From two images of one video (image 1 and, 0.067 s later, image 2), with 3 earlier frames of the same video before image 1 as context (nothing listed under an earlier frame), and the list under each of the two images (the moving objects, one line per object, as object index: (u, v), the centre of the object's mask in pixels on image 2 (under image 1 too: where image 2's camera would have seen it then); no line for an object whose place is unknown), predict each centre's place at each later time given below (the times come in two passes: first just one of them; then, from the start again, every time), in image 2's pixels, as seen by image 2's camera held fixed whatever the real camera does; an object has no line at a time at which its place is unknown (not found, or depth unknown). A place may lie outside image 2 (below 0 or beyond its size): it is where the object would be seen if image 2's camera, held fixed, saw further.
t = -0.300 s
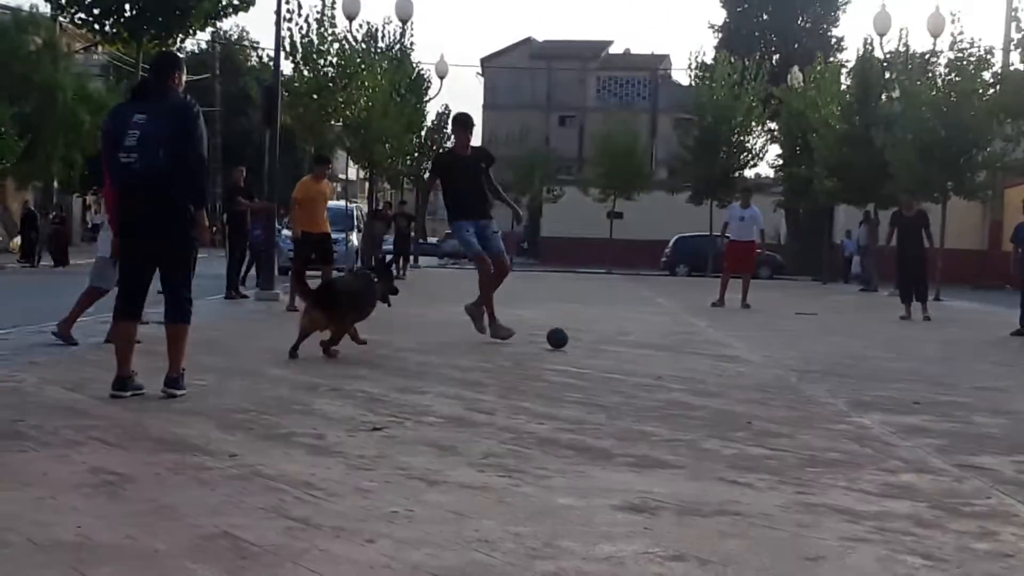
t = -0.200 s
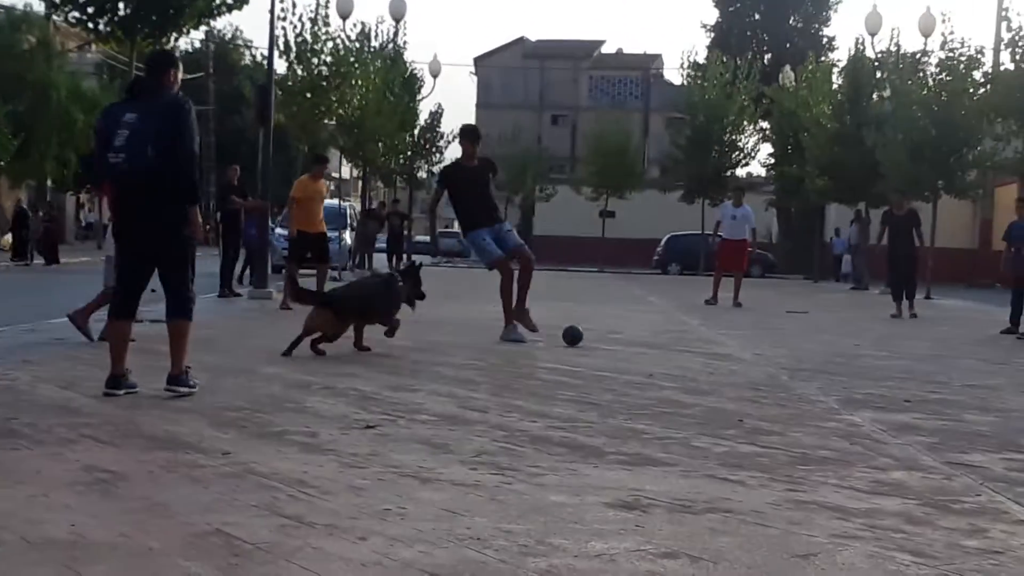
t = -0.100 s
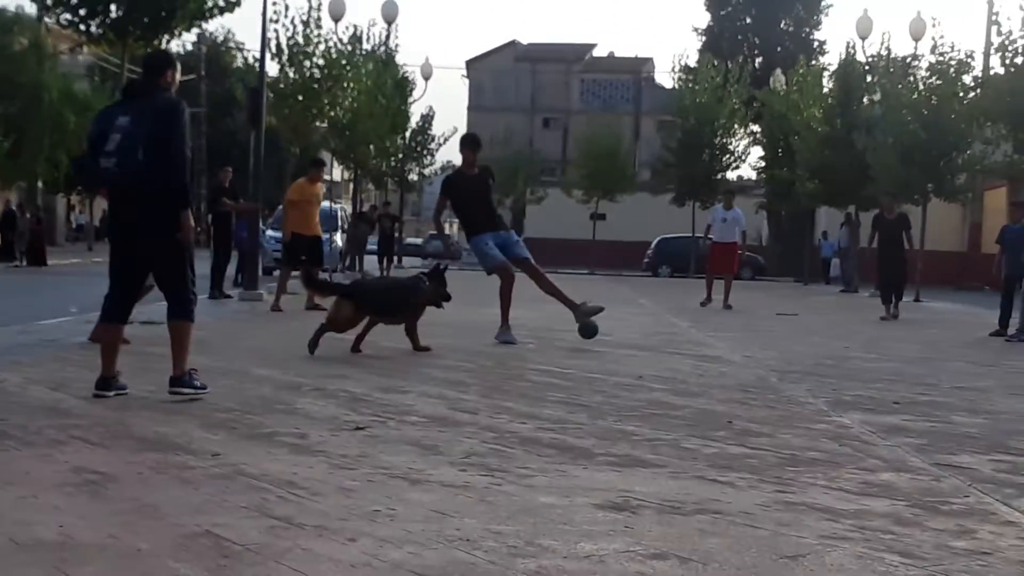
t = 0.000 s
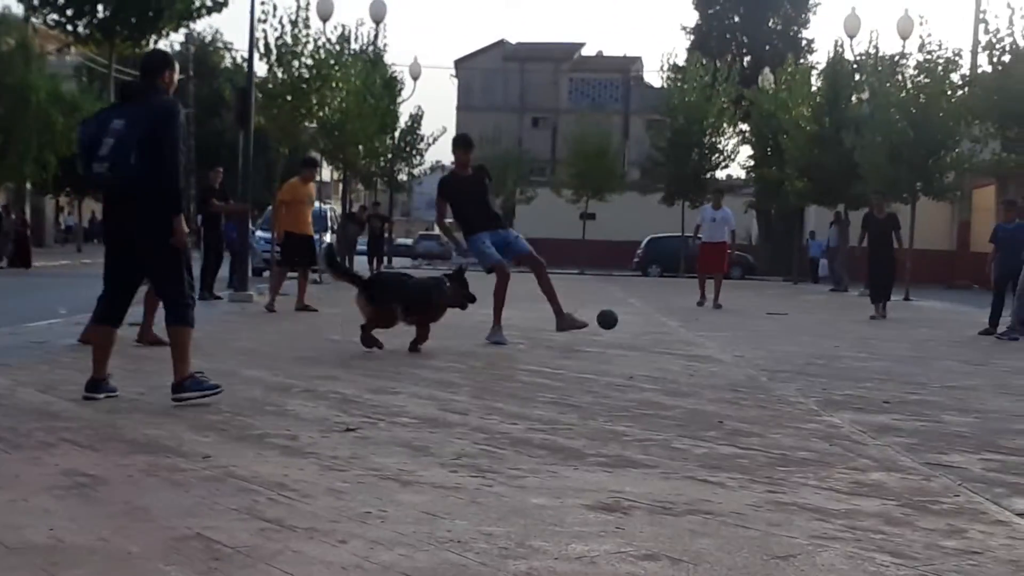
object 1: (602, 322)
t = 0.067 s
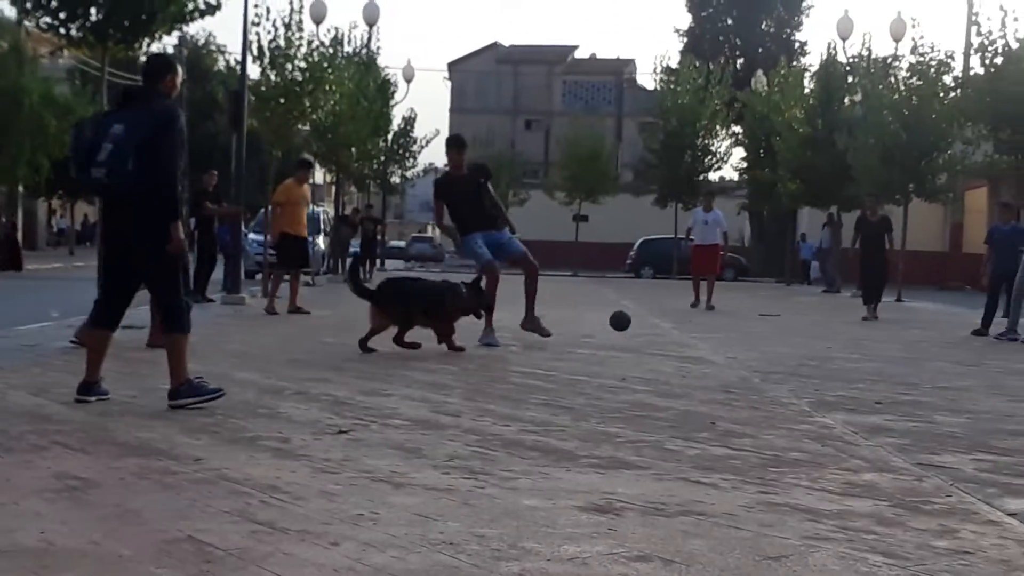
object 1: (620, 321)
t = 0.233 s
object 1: (671, 348)
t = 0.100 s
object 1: (630, 324)
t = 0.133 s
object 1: (641, 327)
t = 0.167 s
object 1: (650, 333)
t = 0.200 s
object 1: (660, 340)
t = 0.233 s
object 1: (671, 348)
